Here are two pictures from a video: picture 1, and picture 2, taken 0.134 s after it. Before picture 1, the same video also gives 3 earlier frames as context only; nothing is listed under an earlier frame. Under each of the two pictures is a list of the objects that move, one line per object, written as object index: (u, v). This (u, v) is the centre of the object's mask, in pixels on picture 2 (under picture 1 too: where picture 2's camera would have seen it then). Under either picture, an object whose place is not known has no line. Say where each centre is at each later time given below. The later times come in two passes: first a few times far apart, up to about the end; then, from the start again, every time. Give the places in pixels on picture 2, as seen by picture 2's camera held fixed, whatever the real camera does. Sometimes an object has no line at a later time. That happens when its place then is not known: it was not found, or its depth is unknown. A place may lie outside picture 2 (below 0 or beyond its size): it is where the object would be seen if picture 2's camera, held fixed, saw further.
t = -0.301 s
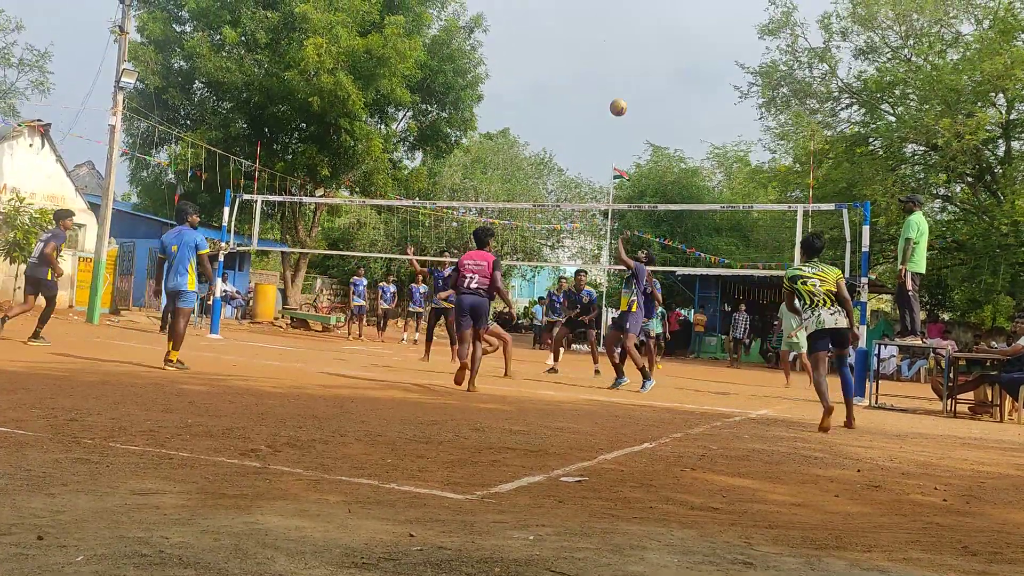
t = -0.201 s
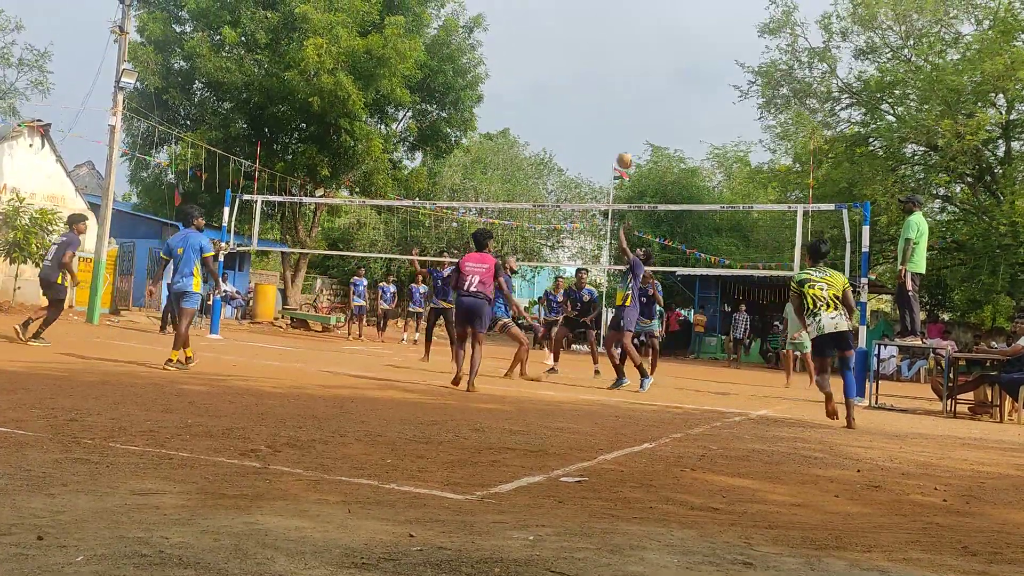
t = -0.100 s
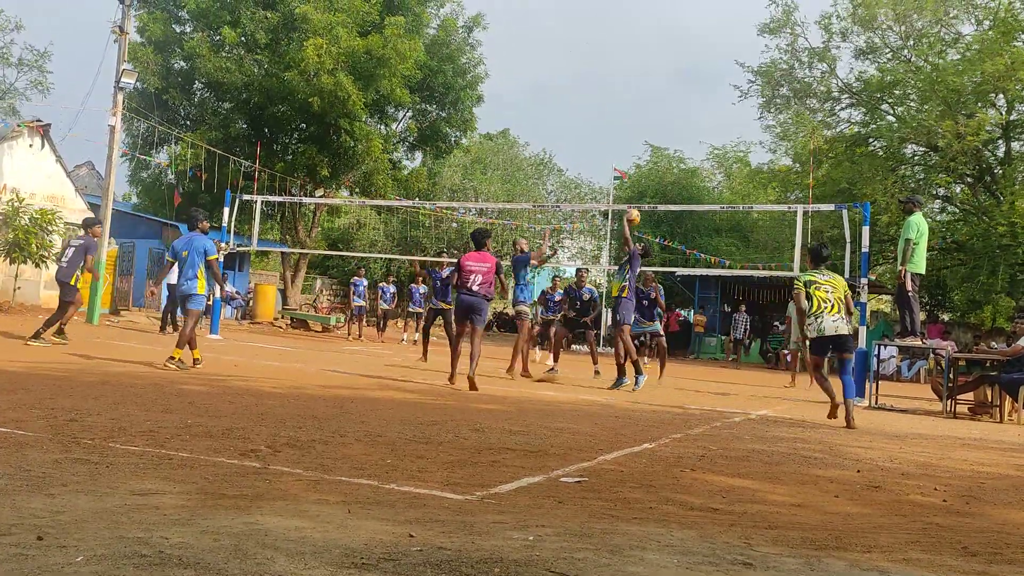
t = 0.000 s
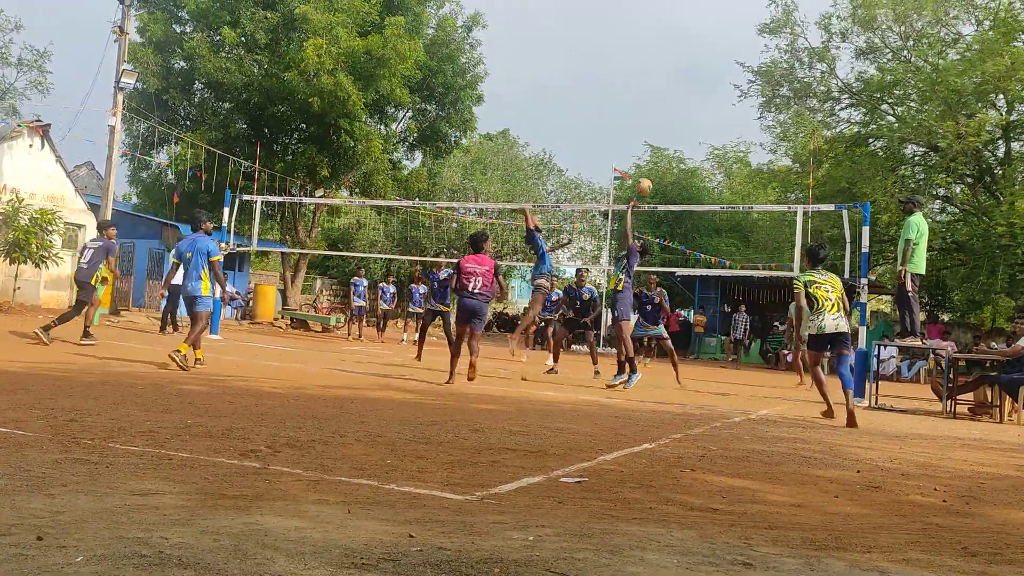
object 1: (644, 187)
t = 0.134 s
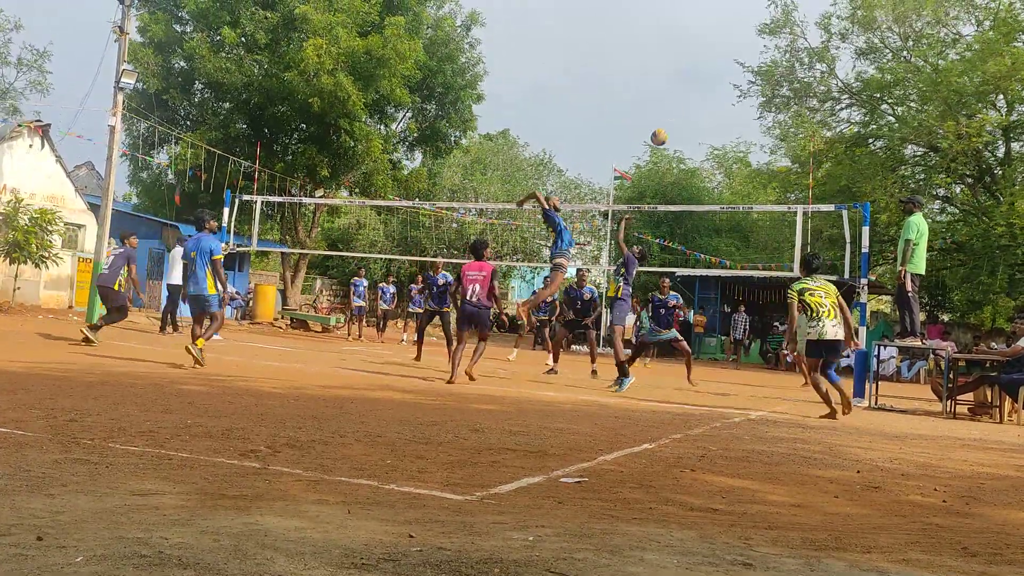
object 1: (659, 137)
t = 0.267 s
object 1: (674, 103)
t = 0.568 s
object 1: (707, 74)
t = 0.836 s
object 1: (734, 105)
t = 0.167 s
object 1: (663, 128)
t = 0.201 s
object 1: (666, 119)
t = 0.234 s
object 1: (670, 110)
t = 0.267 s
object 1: (674, 103)
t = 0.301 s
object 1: (678, 96)
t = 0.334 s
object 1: (682, 90)
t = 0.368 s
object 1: (686, 85)
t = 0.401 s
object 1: (689, 81)
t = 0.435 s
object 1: (693, 78)
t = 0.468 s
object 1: (697, 76)
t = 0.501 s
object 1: (700, 75)
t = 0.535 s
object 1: (704, 74)
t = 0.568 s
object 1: (707, 74)
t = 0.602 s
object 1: (710, 75)
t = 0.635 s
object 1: (714, 77)
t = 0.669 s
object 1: (717, 79)
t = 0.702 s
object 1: (721, 83)
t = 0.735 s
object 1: (724, 87)
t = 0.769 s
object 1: (728, 92)
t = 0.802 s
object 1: (731, 98)
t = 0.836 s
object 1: (734, 105)
